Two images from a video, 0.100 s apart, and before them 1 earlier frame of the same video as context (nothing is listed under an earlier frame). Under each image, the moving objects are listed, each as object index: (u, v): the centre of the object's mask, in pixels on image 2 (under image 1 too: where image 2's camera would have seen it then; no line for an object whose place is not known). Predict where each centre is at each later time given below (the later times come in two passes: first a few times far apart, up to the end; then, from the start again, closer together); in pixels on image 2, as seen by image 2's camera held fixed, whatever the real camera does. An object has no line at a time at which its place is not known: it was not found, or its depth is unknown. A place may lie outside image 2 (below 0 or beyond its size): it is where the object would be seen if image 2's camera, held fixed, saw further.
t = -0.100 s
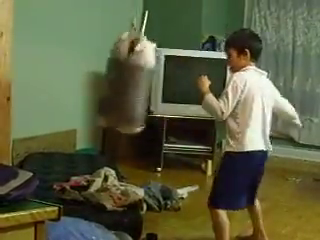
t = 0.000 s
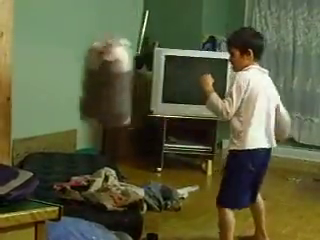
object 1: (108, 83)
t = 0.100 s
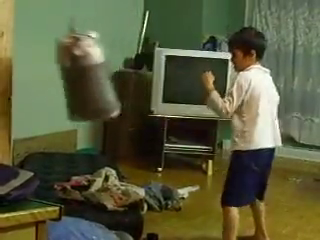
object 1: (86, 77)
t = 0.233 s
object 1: (61, 79)
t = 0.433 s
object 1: (39, 75)
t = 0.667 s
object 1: (39, 84)
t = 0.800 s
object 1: (53, 90)
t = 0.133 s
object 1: (79, 77)
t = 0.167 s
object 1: (73, 77)
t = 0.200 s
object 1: (68, 79)
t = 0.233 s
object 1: (61, 79)
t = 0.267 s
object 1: (57, 78)
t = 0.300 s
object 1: (52, 77)
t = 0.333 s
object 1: (49, 75)
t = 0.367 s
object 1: (44, 74)
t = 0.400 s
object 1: (41, 74)
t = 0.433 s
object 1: (39, 75)
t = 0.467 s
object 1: (38, 77)
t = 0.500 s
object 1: (36, 80)
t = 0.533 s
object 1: (35, 81)
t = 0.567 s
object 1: (35, 82)
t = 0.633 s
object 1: (37, 82)
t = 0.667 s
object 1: (39, 84)
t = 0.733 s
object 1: (45, 86)
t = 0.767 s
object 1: (49, 88)
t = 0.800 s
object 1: (53, 90)
